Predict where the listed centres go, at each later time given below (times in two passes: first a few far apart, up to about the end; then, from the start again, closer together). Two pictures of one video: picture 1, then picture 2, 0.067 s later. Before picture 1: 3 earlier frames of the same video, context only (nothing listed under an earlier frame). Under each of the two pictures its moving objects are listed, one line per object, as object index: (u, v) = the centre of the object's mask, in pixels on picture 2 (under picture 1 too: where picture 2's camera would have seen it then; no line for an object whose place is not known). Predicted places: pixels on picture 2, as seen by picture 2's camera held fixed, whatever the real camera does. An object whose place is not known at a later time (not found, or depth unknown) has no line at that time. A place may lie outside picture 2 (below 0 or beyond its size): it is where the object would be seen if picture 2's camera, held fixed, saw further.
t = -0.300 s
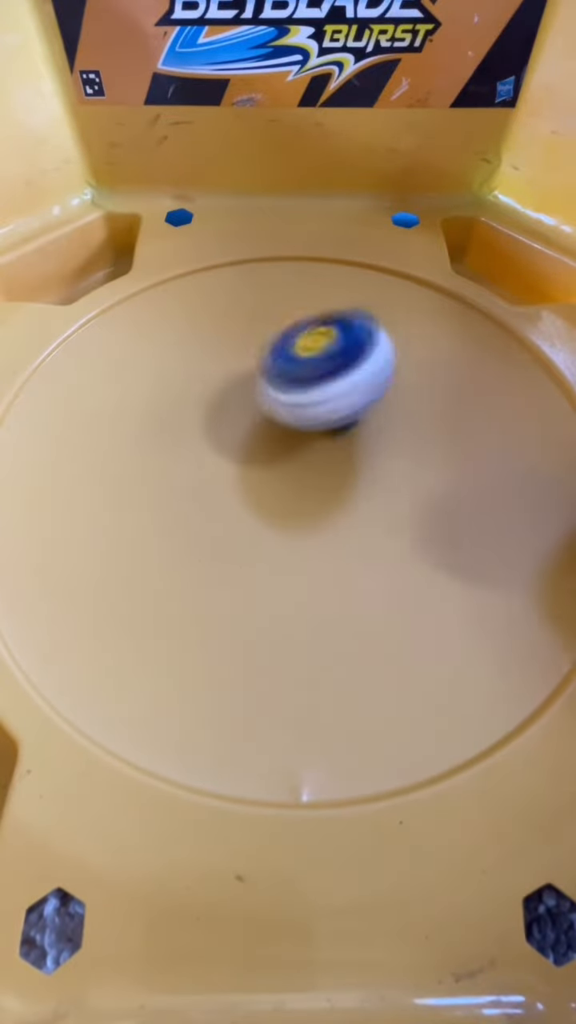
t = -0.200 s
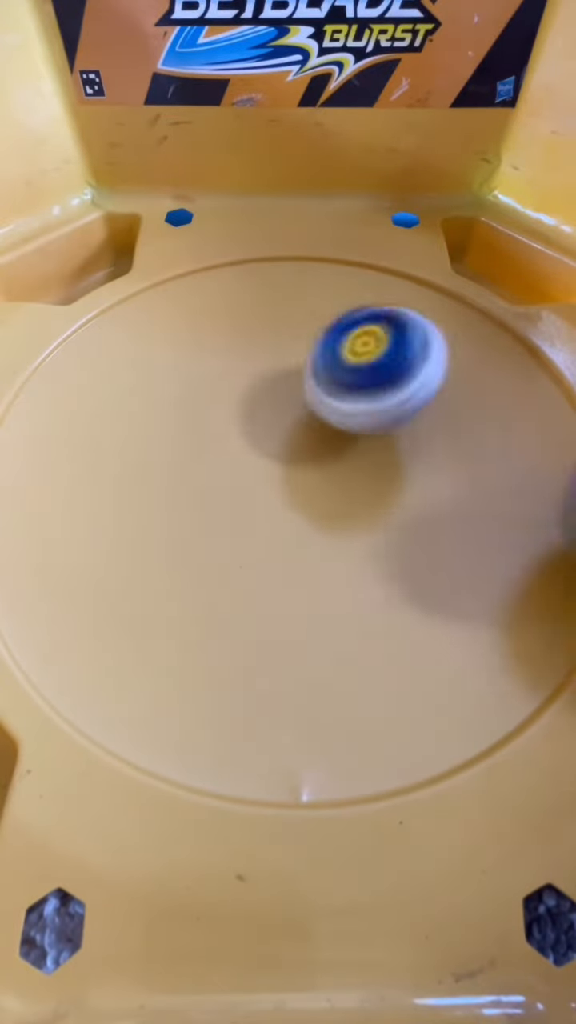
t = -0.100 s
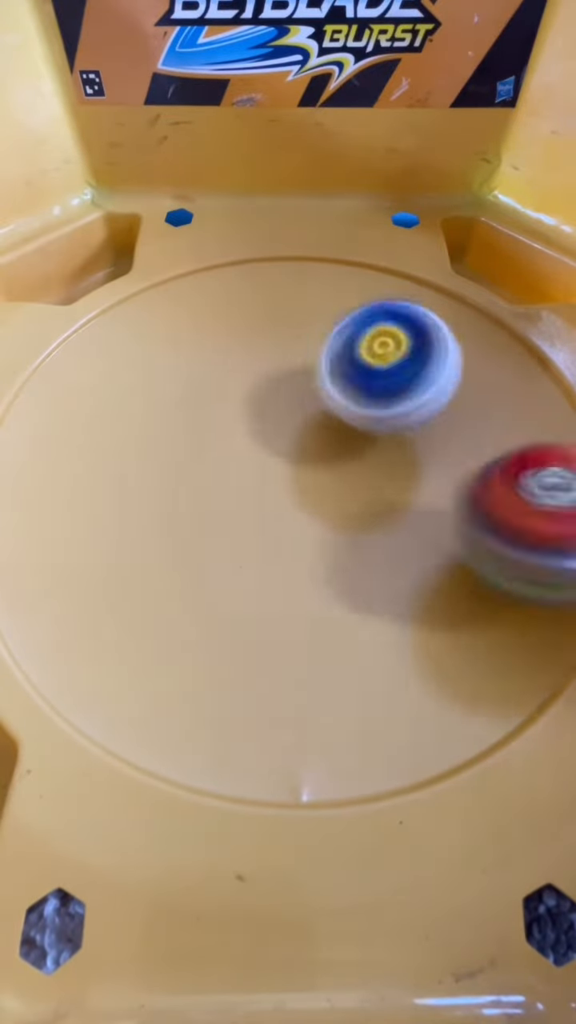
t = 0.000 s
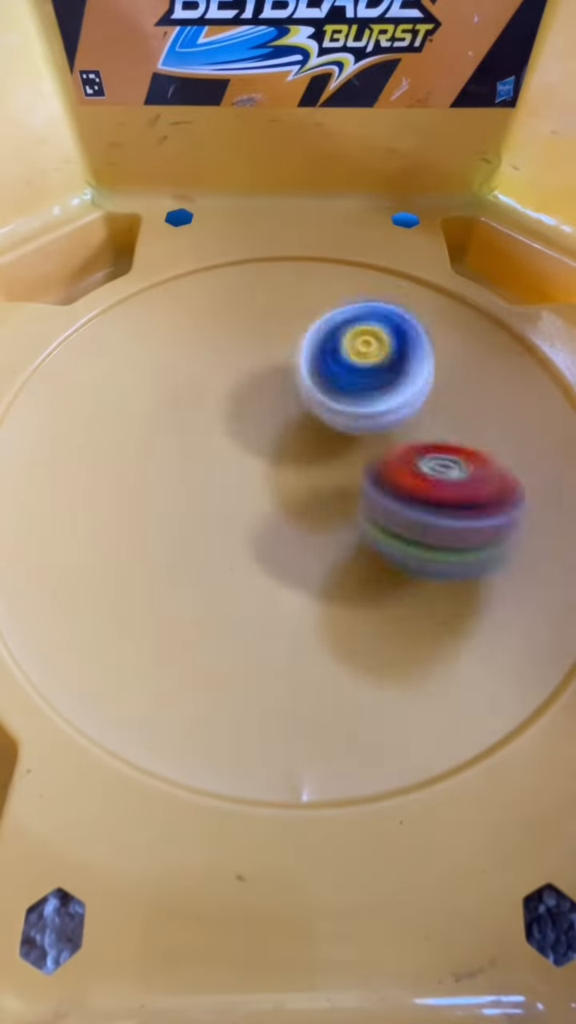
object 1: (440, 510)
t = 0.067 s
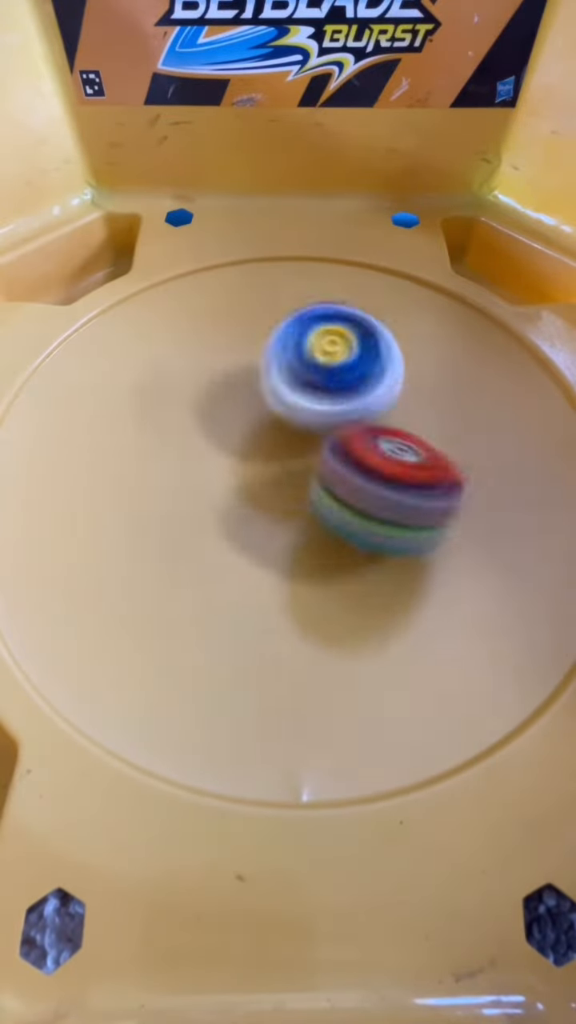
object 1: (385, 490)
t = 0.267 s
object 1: (326, 503)
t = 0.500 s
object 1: (314, 455)
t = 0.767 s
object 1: (425, 415)
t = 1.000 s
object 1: (429, 382)
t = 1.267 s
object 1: (436, 377)
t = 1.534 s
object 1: (376, 421)
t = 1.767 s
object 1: (380, 427)
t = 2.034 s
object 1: (476, 402)
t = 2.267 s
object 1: (405, 428)
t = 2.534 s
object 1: (493, 520)
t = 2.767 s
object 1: (396, 508)
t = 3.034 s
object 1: (490, 505)
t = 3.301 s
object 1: (422, 477)
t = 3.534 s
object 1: (385, 520)
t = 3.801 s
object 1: (360, 524)
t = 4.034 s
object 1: (384, 483)
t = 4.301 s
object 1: (380, 469)
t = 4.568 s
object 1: (380, 469)
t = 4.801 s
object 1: (380, 469)
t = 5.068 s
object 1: (380, 469)
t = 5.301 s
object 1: (380, 469)
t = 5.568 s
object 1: (380, 469)
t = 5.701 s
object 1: (380, 469)
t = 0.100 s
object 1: (378, 492)
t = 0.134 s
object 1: (376, 510)
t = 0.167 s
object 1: (367, 520)
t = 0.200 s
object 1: (357, 523)
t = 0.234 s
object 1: (342, 516)
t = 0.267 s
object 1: (326, 503)
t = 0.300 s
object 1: (310, 488)
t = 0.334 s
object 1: (296, 474)
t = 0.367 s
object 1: (281, 460)
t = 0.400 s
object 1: (265, 447)
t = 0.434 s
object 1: (262, 438)
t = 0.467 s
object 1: (290, 446)
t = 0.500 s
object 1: (314, 455)
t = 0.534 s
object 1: (333, 455)
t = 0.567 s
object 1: (348, 453)
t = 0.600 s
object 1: (367, 449)
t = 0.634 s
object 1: (386, 444)
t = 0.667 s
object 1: (400, 438)
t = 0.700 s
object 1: (412, 431)
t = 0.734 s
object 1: (421, 422)
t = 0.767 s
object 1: (425, 415)
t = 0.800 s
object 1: (425, 409)
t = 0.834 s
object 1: (424, 402)
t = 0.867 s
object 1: (416, 398)
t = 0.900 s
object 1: (407, 396)
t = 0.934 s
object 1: (398, 394)
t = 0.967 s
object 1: (412, 388)
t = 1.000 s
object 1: (429, 382)
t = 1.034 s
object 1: (442, 376)
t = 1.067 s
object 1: (453, 371)
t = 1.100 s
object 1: (460, 368)
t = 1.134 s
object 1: (461, 367)
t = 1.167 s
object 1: (460, 366)
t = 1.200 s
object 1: (457, 367)
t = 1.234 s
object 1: (448, 372)
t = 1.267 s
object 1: (436, 377)
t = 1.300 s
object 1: (423, 385)
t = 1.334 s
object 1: (408, 395)
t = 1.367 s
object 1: (392, 405)
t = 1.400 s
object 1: (376, 415)
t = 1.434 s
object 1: (375, 417)
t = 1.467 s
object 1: (381, 419)
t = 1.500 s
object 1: (379, 421)
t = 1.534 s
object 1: (376, 421)
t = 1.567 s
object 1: (373, 425)
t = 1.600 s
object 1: (367, 428)
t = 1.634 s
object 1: (360, 432)
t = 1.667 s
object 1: (354, 436)
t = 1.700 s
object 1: (346, 440)
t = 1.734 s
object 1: (354, 438)
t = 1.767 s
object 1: (380, 427)
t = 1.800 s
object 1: (399, 420)
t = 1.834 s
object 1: (415, 414)
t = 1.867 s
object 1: (425, 410)
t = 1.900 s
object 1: (435, 405)
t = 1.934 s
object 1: (448, 405)
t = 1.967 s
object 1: (462, 403)
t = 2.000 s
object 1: (473, 402)
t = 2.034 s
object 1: (476, 402)
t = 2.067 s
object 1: (477, 402)
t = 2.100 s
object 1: (472, 405)
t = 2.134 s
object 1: (467, 406)
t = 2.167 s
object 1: (453, 412)
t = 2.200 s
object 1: (440, 416)
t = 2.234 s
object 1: (423, 423)
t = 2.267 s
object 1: (405, 428)
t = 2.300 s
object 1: (394, 433)
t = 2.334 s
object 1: (427, 448)
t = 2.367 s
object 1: (460, 464)
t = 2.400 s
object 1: (482, 475)
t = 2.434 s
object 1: (494, 485)
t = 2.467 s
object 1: (497, 497)
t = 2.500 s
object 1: (498, 510)
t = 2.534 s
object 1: (493, 520)
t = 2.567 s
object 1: (486, 526)
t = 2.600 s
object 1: (471, 532)
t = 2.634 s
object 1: (455, 534)
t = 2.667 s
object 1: (436, 532)
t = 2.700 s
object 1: (419, 525)
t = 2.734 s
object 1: (406, 517)
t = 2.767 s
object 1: (396, 508)
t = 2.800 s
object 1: (400, 499)
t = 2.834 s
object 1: (425, 507)
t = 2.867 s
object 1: (450, 510)
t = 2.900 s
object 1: (464, 516)
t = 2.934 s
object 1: (480, 511)
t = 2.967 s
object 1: (484, 508)
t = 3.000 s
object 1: (487, 505)
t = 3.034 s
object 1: (490, 505)
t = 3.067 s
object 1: (488, 505)
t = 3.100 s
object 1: (477, 504)
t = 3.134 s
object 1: (463, 501)
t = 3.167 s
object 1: (450, 497)
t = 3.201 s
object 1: (439, 489)
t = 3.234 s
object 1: (427, 482)
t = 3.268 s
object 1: (412, 476)
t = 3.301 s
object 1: (422, 477)
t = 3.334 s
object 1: (436, 483)
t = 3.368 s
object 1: (443, 491)
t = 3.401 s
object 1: (443, 498)
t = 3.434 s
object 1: (441, 504)
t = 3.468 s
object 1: (423, 512)
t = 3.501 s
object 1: (403, 521)
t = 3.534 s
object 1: (385, 520)
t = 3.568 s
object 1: (366, 516)
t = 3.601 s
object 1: (351, 513)
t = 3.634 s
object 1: (350, 522)
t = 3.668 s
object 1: (354, 527)
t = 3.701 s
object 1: (352, 528)
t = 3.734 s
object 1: (359, 531)
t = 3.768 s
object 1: (362, 528)
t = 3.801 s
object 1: (360, 524)
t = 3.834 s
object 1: (359, 518)
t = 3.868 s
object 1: (355, 509)
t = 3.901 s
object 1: (350, 502)
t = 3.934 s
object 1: (351, 495)
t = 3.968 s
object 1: (356, 490)
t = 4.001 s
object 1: (375, 486)
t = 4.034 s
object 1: (384, 483)
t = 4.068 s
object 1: (387, 477)
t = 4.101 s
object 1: (385, 472)
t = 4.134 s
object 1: (382, 470)
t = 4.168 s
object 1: (380, 469)
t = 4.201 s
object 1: (380, 469)
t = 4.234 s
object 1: (380, 469)
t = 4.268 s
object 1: (380, 469)
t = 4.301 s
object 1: (380, 469)
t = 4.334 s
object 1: (380, 469)
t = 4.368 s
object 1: (380, 469)
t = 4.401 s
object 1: (380, 469)
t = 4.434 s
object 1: (380, 469)
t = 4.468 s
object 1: (380, 469)
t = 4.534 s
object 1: (380, 469)
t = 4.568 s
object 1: (380, 469)
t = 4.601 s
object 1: (380, 469)
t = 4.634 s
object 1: (380, 469)
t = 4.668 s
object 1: (380, 469)
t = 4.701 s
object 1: (380, 469)
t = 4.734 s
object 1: (380, 469)
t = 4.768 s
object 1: (380, 469)
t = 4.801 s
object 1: (380, 469)
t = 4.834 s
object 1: (380, 469)
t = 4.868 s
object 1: (380, 469)
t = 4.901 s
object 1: (380, 469)
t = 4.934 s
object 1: (380, 469)
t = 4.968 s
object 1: (380, 469)
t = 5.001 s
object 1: (380, 469)
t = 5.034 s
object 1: (380, 469)
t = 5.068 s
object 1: (380, 469)
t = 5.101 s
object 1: (380, 469)
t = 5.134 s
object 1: (380, 469)
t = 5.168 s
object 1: (380, 469)
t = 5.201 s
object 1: (380, 469)
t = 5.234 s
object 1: (380, 469)
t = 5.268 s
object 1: (380, 469)
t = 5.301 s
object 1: (380, 469)
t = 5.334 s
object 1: (380, 469)
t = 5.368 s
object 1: (380, 469)
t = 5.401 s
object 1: (380, 469)
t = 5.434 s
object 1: (380, 469)
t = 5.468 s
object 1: (380, 469)
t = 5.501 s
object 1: (380, 469)
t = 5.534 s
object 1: (380, 469)
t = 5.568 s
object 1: (380, 469)
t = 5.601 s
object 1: (380, 469)
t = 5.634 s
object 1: (380, 469)
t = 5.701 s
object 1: (380, 469)
